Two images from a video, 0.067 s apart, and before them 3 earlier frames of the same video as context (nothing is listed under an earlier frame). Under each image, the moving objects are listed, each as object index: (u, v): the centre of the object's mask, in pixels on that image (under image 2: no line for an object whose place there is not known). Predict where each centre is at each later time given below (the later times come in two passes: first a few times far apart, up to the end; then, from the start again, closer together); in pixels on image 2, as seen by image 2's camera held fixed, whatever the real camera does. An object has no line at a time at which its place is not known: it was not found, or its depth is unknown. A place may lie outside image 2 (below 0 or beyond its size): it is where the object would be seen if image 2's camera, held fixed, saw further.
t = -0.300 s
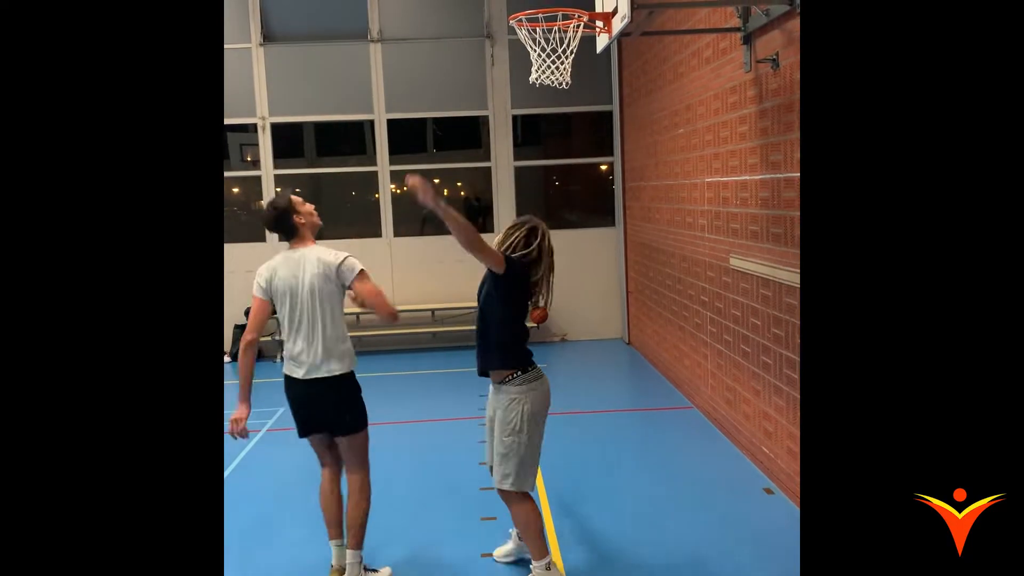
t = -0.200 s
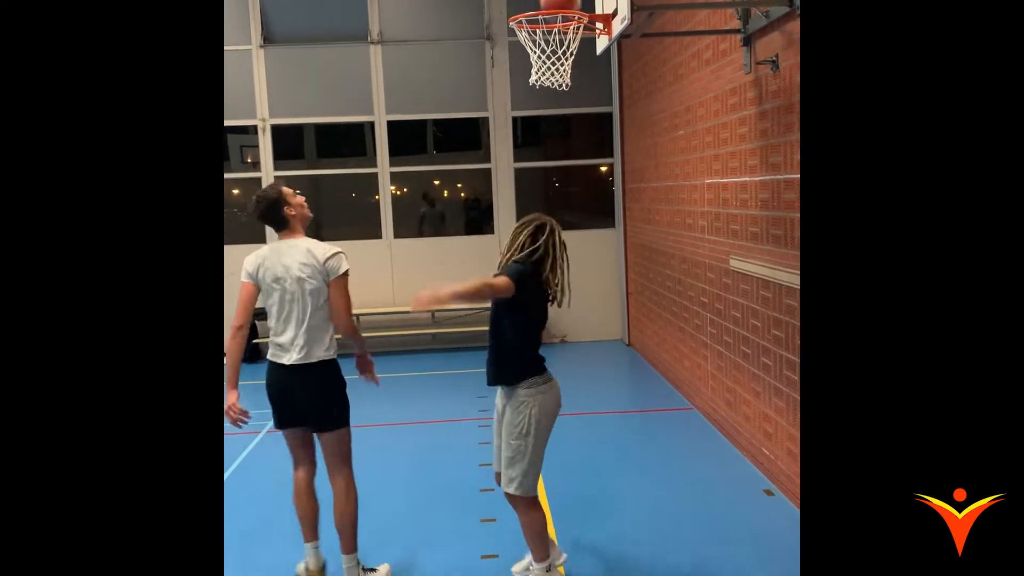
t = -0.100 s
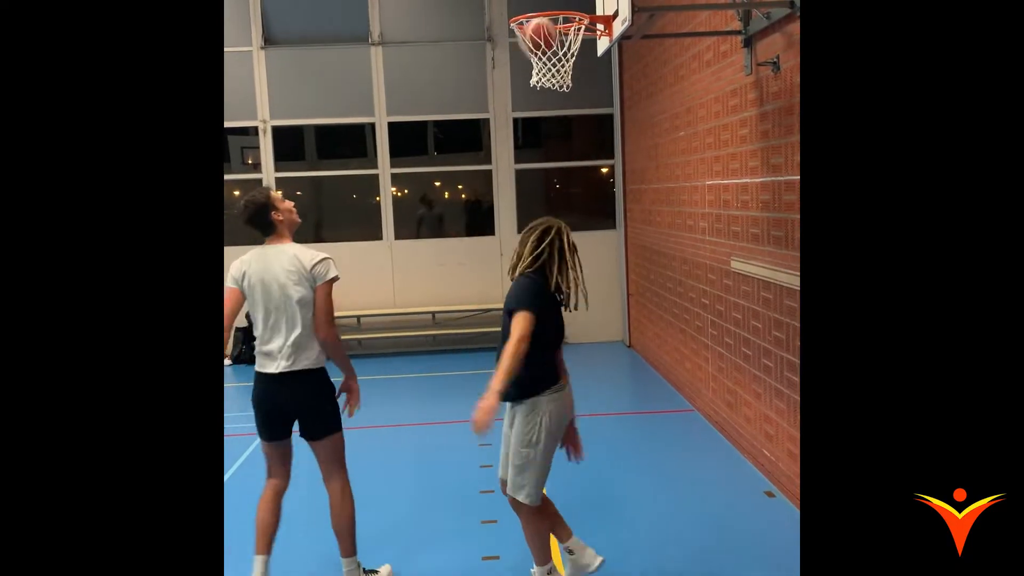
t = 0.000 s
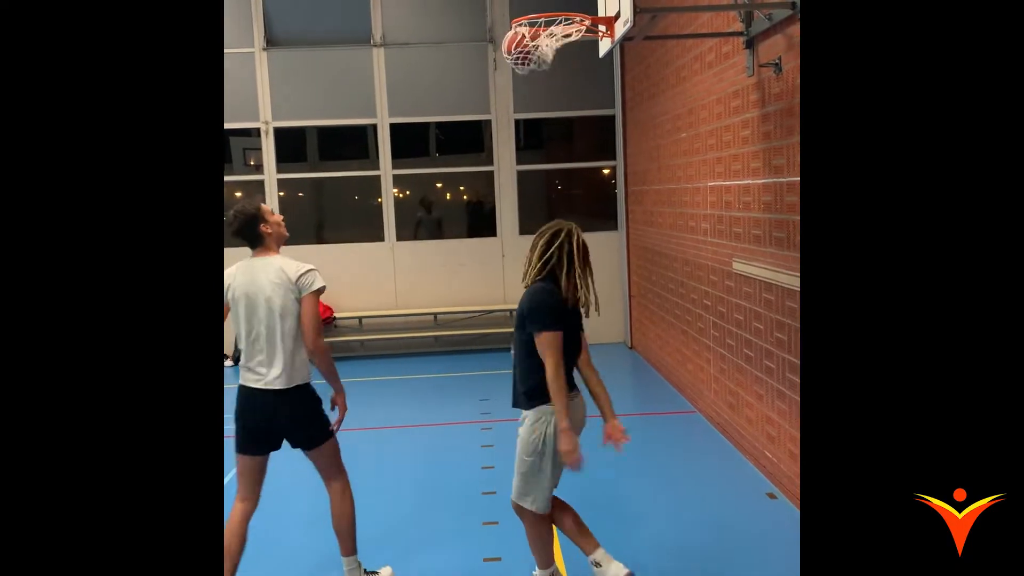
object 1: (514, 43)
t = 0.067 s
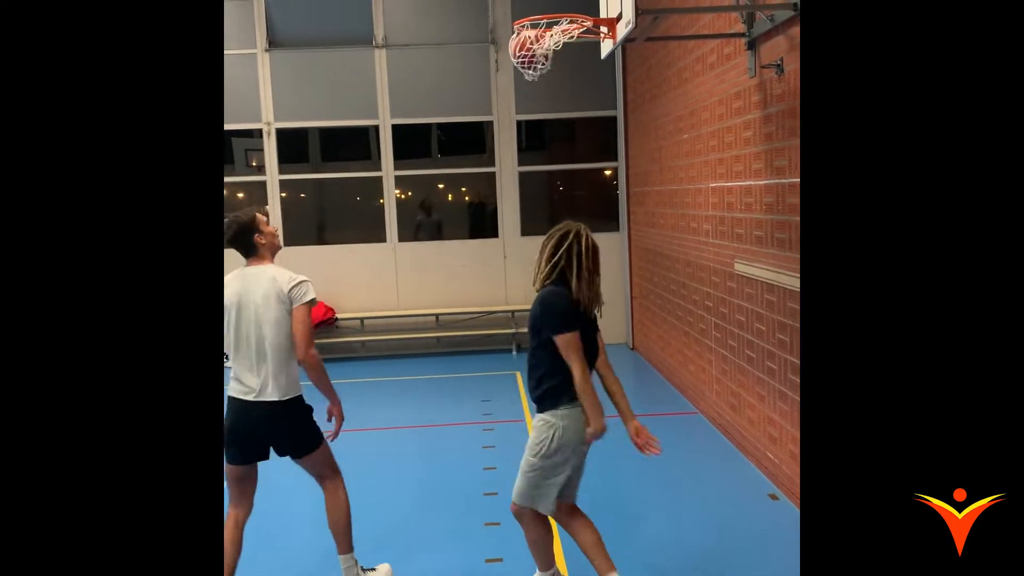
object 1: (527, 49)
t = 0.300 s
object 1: (560, 80)
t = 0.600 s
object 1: (577, 172)
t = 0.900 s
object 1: (595, 382)
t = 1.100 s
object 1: (598, 404)
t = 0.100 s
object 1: (527, 52)
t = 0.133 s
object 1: (532, 56)
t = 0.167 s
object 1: (540, 57)
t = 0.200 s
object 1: (541, 59)
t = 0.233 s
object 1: (547, 64)
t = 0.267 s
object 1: (558, 75)
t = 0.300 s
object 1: (560, 80)
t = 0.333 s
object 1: (563, 90)
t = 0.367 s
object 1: (566, 93)
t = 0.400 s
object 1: (566, 97)
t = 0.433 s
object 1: (569, 105)
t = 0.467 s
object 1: (570, 115)
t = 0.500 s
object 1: (572, 127)
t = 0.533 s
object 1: (574, 140)
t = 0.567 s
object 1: (576, 155)
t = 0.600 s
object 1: (577, 172)
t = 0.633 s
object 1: (579, 191)
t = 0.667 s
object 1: (582, 212)
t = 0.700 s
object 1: (583, 229)
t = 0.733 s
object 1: (585, 252)
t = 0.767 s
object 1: (587, 275)
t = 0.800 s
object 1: (588, 300)
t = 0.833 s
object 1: (590, 326)
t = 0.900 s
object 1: (595, 382)
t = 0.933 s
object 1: (597, 412)
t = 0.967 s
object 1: (600, 446)
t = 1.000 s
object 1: (603, 479)
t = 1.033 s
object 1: (601, 454)
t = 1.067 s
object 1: (599, 428)
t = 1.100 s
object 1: (598, 404)
